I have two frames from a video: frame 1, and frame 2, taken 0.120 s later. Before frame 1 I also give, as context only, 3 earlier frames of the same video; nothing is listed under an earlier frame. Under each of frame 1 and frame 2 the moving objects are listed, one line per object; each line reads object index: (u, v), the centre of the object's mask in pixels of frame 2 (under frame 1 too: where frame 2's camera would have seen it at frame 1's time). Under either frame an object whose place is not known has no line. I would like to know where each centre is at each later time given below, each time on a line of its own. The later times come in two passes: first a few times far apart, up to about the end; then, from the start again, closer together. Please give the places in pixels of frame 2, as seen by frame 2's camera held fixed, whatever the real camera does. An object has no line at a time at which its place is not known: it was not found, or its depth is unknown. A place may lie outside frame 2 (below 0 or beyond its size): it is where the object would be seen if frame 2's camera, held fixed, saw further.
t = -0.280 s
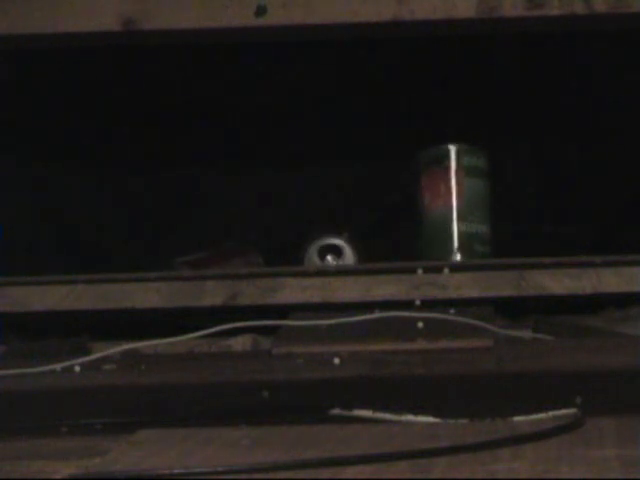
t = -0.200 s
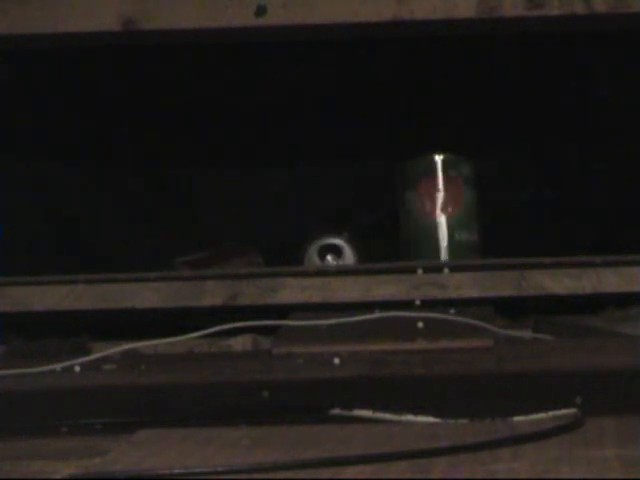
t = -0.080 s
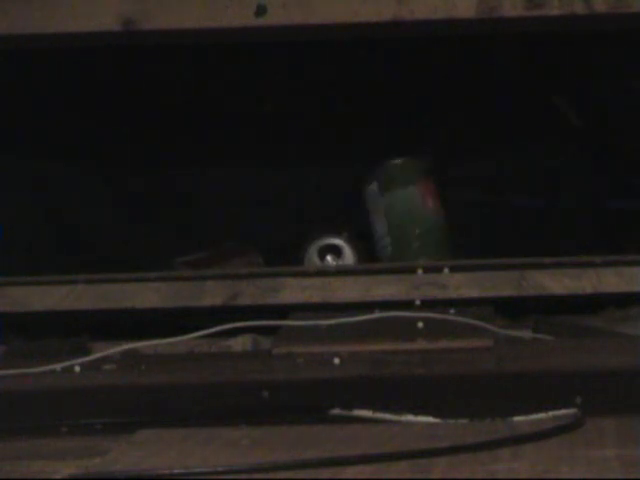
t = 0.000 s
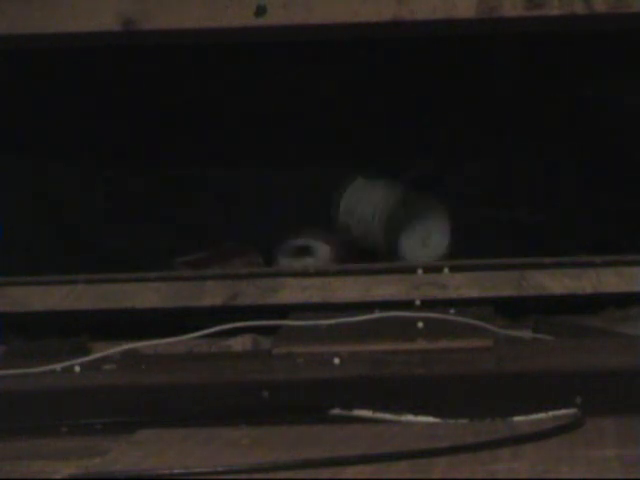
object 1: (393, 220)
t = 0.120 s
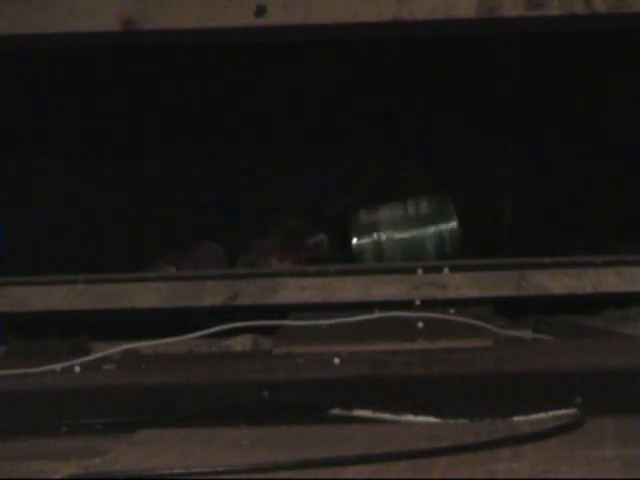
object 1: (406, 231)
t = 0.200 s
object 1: (400, 228)
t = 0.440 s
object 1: (390, 240)
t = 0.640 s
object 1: (385, 242)
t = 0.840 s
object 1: (384, 240)
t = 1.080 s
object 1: (385, 240)
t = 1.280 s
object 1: (385, 240)
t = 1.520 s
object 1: (385, 239)
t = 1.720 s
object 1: (385, 239)
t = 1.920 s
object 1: (385, 239)
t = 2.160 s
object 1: (385, 239)
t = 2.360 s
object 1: (385, 239)
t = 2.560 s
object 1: (385, 239)
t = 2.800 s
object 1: (385, 239)
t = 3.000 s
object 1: (385, 239)
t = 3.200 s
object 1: (385, 239)
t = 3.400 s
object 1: (385, 239)
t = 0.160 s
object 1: (404, 227)
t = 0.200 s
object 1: (400, 228)
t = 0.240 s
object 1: (397, 231)
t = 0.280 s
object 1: (396, 235)
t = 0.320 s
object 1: (395, 239)
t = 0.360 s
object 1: (393, 239)
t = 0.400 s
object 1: (392, 240)
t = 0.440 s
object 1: (390, 240)
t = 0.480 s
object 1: (389, 241)
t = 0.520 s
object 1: (389, 242)
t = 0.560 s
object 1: (388, 242)
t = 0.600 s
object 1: (386, 242)
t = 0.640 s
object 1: (385, 242)
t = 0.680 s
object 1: (385, 241)
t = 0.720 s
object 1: (385, 241)
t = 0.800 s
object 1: (384, 240)
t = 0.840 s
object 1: (384, 240)
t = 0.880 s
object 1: (385, 240)
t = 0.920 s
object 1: (385, 240)
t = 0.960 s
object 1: (385, 241)
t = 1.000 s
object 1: (385, 241)
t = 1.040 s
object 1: (385, 240)
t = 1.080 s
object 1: (385, 240)
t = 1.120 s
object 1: (385, 240)
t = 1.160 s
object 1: (385, 240)
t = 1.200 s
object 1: (385, 240)
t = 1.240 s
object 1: (385, 241)
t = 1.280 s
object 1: (385, 240)
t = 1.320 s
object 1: (385, 240)
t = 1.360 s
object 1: (385, 239)
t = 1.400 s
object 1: (385, 239)
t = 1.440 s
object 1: (385, 239)
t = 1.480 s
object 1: (385, 239)
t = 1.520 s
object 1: (385, 239)
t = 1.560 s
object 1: (385, 239)
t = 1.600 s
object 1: (385, 239)
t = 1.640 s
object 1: (385, 238)
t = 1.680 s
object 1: (385, 239)
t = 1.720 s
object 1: (385, 239)
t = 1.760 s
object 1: (385, 239)
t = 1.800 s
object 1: (385, 239)
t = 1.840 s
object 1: (385, 239)
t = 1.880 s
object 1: (385, 239)
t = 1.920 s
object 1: (385, 239)
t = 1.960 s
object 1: (385, 239)
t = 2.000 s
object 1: (385, 239)
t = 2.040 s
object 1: (385, 239)
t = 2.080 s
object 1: (385, 239)
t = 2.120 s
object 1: (385, 239)
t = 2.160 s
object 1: (385, 239)
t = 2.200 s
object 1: (385, 239)
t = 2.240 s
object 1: (385, 239)
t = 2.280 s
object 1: (385, 239)
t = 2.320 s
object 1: (385, 239)
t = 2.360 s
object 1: (385, 239)
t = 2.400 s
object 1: (386, 239)
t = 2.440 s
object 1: (385, 239)
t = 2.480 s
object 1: (385, 239)
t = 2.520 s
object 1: (385, 239)
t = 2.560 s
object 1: (385, 239)
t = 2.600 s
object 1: (385, 239)
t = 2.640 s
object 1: (385, 239)
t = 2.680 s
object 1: (385, 239)
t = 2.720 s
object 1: (385, 239)
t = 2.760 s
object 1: (385, 239)
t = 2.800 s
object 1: (385, 239)
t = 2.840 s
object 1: (385, 239)
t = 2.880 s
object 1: (385, 239)
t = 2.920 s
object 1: (385, 239)
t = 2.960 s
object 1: (385, 239)
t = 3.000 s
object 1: (385, 239)
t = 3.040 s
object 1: (385, 239)
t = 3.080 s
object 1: (385, 239)
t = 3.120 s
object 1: (385, 239)
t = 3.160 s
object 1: (385, 239)
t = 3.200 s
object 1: (385, 239)
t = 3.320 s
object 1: (385, 240)
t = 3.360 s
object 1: (386, 239)
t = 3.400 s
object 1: (385, 239)
